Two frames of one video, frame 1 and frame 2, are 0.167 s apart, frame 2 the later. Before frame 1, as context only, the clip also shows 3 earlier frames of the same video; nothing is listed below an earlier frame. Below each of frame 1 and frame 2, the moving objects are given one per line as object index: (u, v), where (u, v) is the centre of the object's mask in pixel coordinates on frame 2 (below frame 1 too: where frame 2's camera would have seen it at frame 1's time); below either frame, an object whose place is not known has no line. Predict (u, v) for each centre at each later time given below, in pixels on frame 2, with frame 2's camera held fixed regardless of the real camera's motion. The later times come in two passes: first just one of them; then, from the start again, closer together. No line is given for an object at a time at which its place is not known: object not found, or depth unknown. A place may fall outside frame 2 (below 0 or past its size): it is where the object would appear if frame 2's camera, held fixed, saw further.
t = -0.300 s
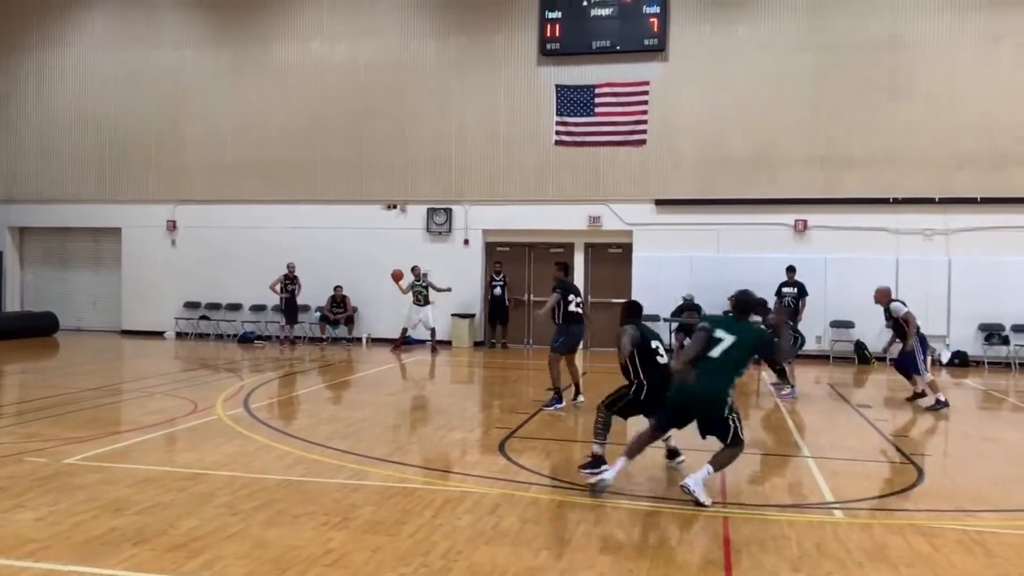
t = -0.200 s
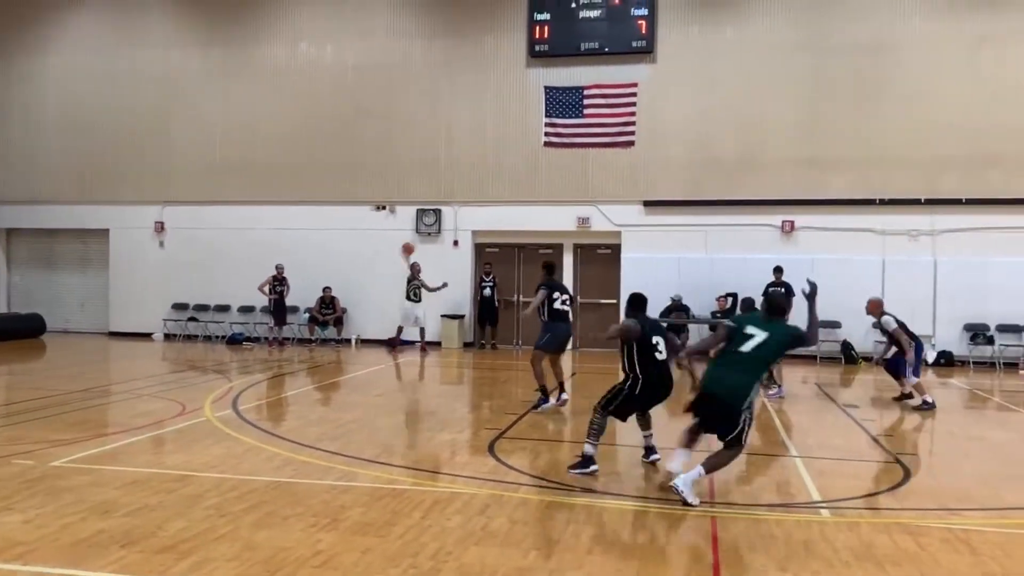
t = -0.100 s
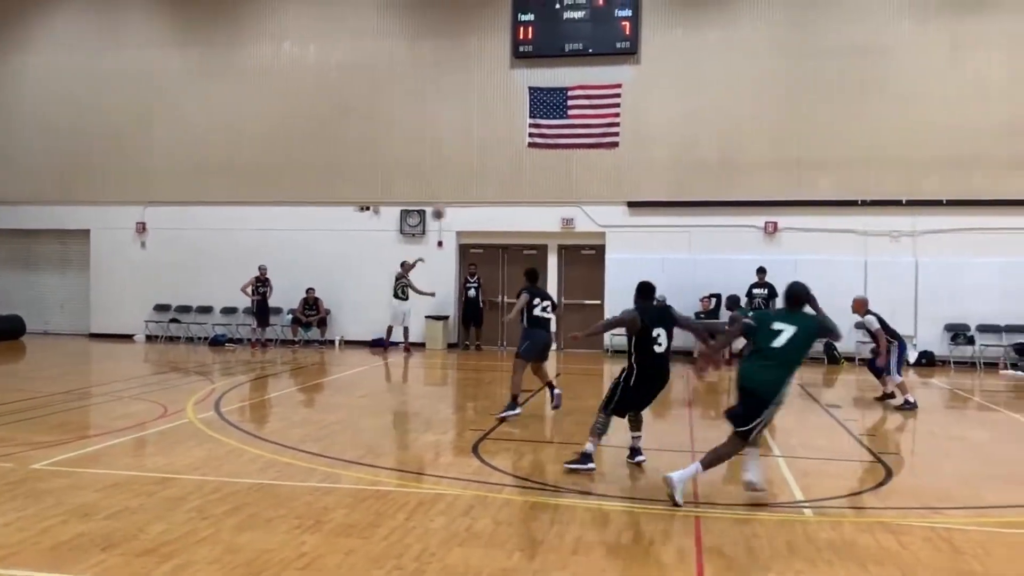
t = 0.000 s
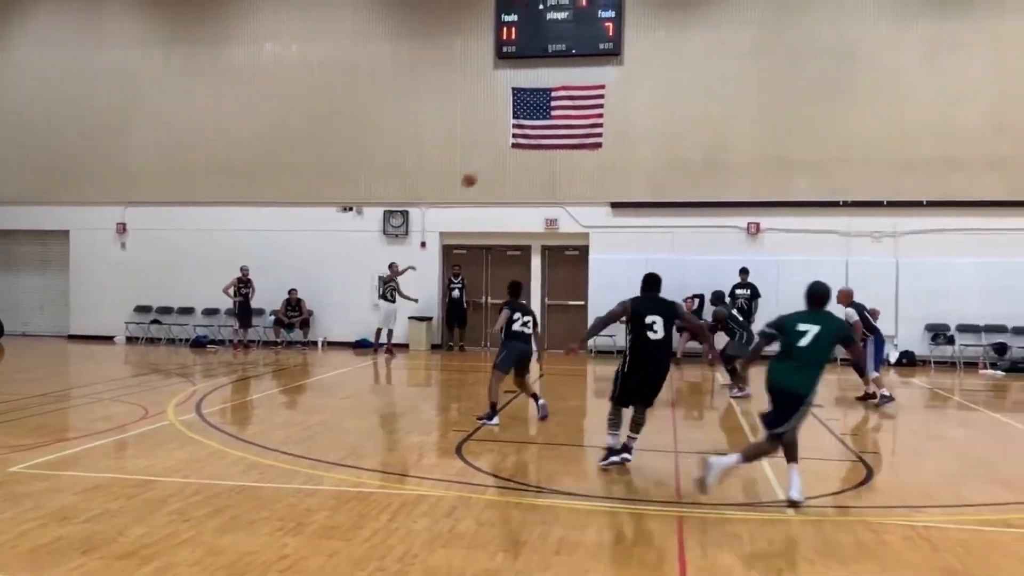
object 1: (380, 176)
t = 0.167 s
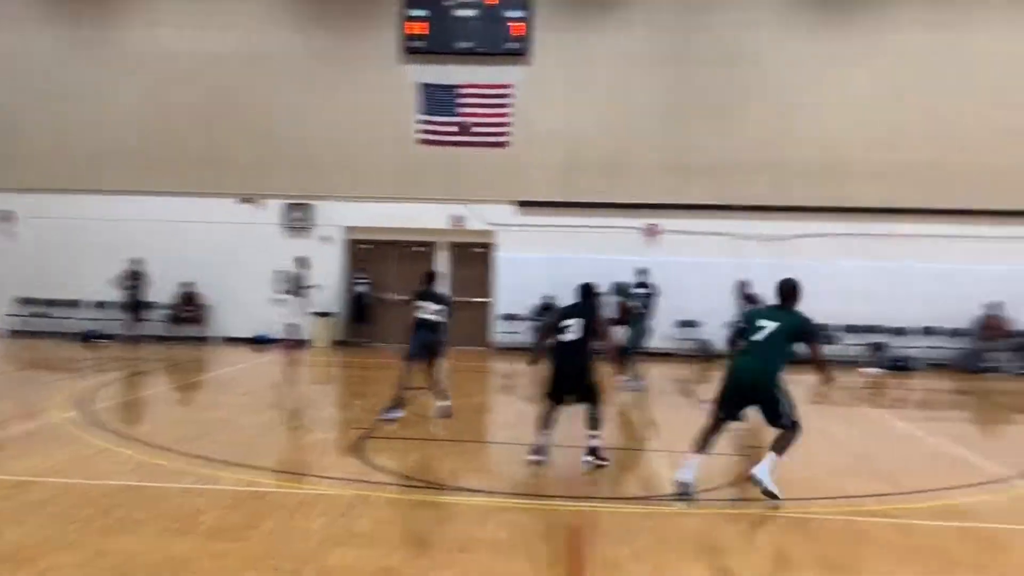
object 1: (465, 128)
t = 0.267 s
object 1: (519, 103)
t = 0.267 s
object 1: (519, 103)
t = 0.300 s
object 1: (538, 97)
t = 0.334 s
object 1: (558, 90)
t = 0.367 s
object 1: (577, 84)
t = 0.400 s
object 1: (597, 78)
